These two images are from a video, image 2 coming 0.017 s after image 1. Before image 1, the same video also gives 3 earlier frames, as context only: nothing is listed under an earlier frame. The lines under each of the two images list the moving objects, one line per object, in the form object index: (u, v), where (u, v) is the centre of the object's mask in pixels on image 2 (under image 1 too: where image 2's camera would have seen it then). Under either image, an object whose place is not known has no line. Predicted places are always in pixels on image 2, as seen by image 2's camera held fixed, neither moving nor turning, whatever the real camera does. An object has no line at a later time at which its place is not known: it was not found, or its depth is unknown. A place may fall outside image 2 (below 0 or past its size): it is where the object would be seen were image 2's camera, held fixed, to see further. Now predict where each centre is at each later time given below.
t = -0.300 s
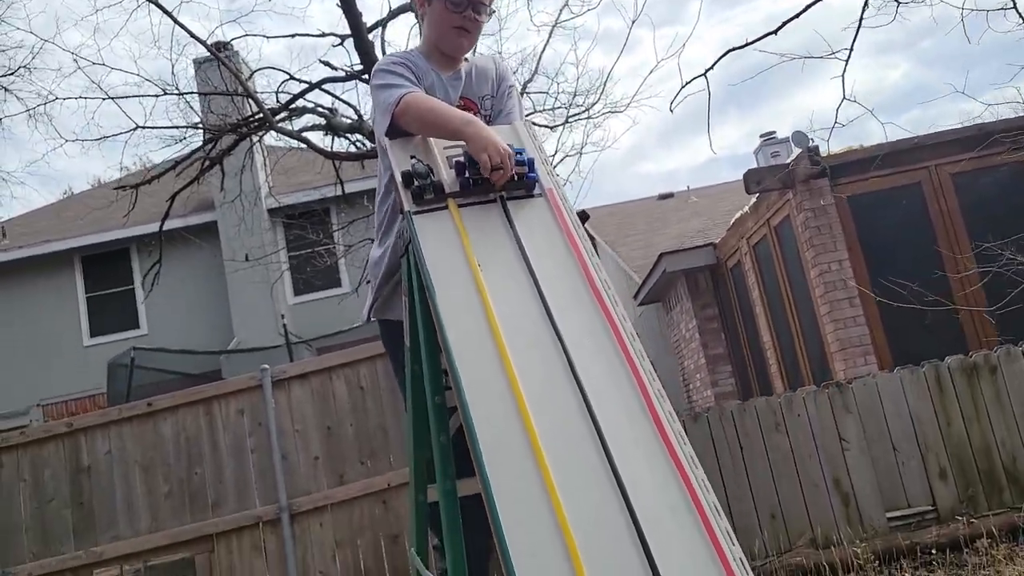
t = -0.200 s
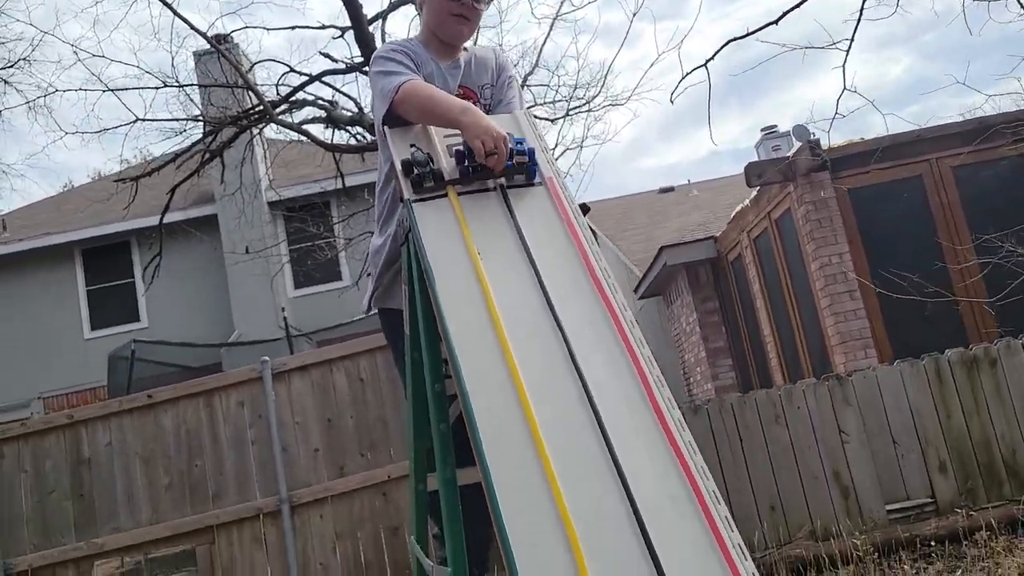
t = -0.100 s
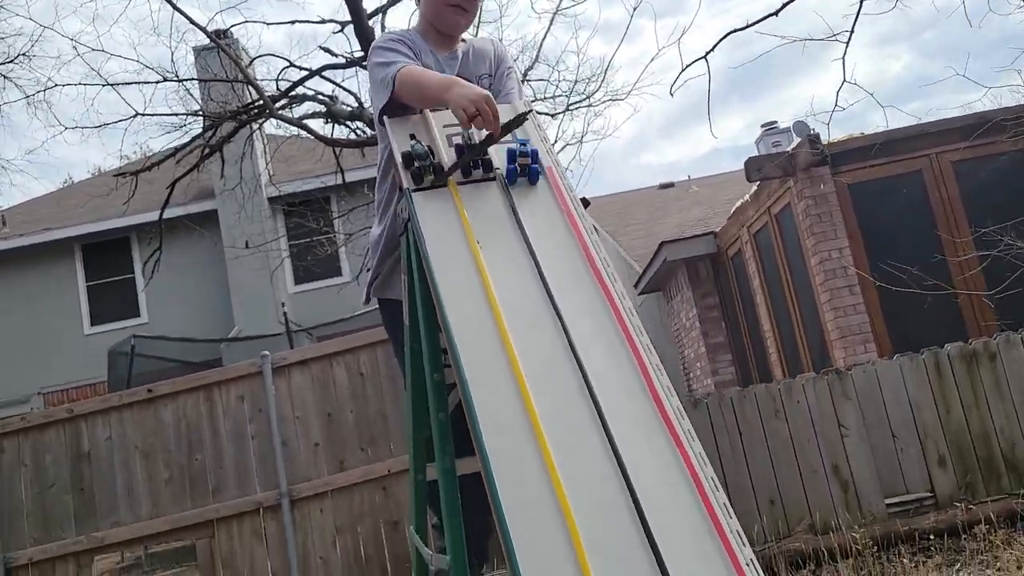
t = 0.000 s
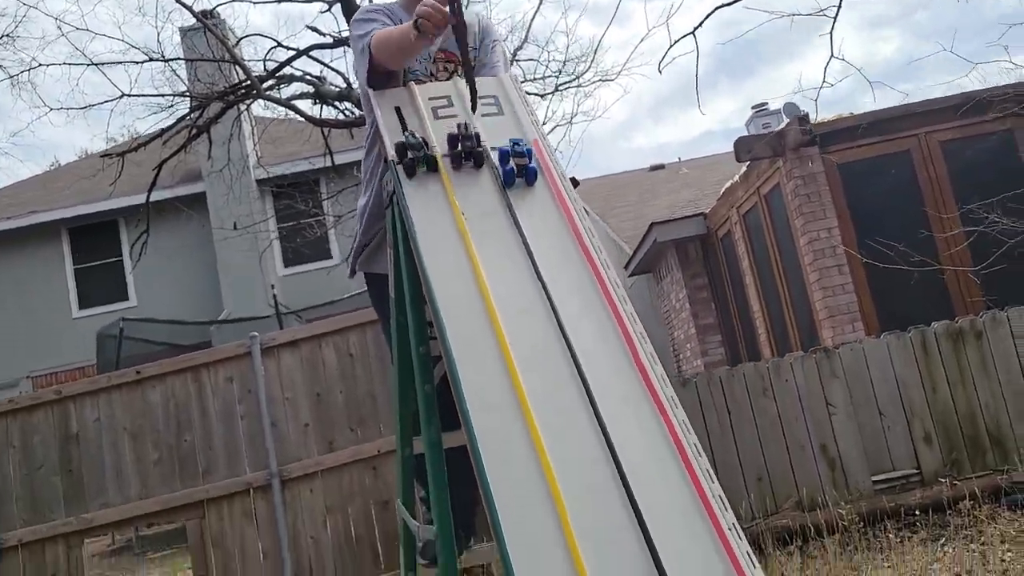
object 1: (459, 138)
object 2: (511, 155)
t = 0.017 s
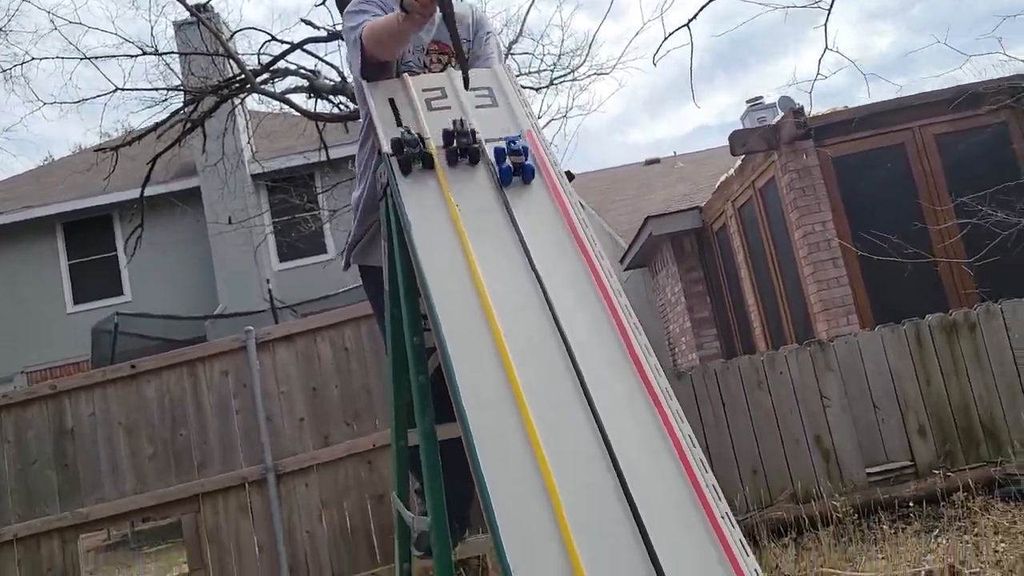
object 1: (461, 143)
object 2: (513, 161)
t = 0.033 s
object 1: (463, 148)
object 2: (516, 169)
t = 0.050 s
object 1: (463, 154)
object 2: (518, 175)
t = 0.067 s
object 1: (465, 160)
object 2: (521, 183)
